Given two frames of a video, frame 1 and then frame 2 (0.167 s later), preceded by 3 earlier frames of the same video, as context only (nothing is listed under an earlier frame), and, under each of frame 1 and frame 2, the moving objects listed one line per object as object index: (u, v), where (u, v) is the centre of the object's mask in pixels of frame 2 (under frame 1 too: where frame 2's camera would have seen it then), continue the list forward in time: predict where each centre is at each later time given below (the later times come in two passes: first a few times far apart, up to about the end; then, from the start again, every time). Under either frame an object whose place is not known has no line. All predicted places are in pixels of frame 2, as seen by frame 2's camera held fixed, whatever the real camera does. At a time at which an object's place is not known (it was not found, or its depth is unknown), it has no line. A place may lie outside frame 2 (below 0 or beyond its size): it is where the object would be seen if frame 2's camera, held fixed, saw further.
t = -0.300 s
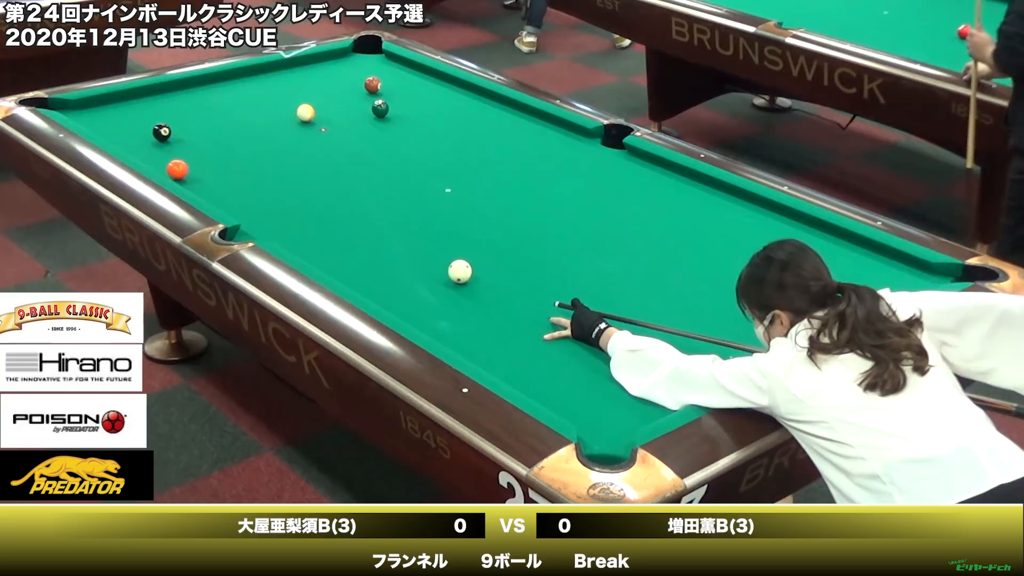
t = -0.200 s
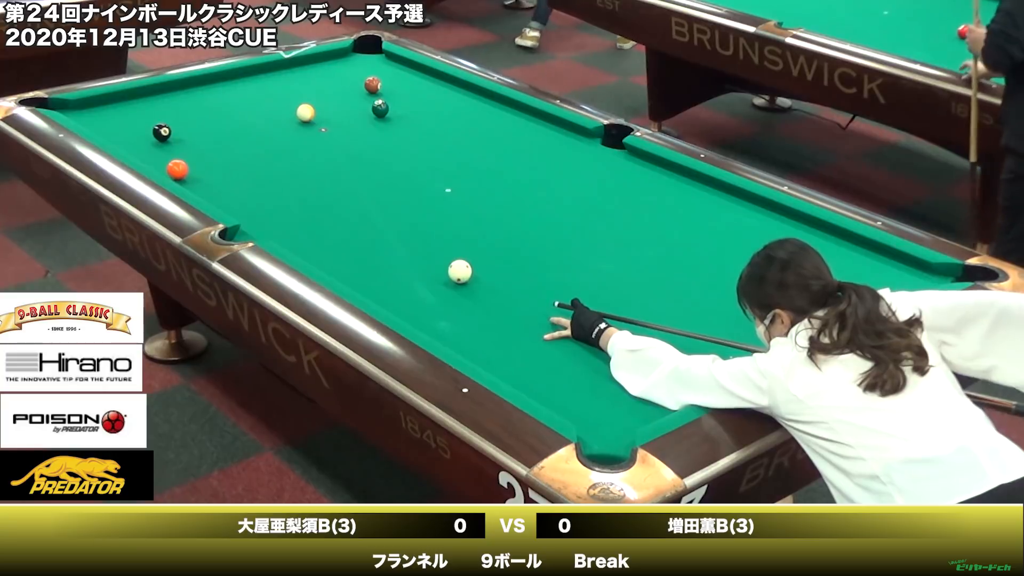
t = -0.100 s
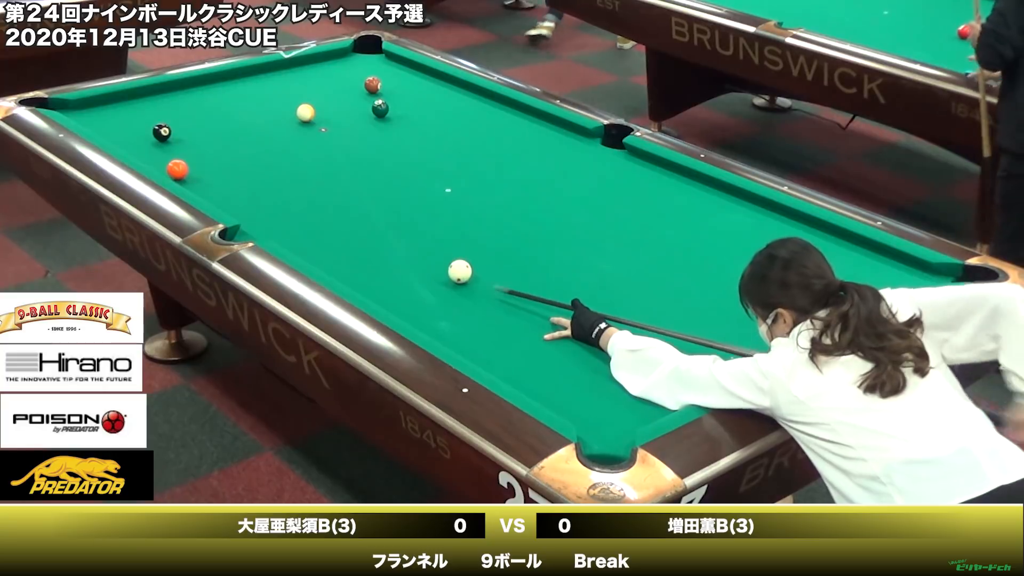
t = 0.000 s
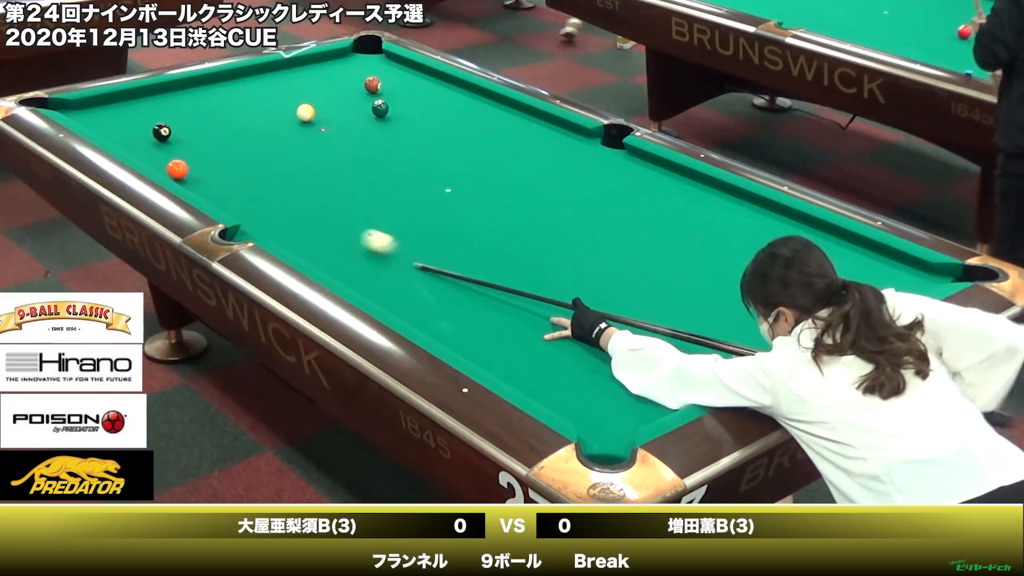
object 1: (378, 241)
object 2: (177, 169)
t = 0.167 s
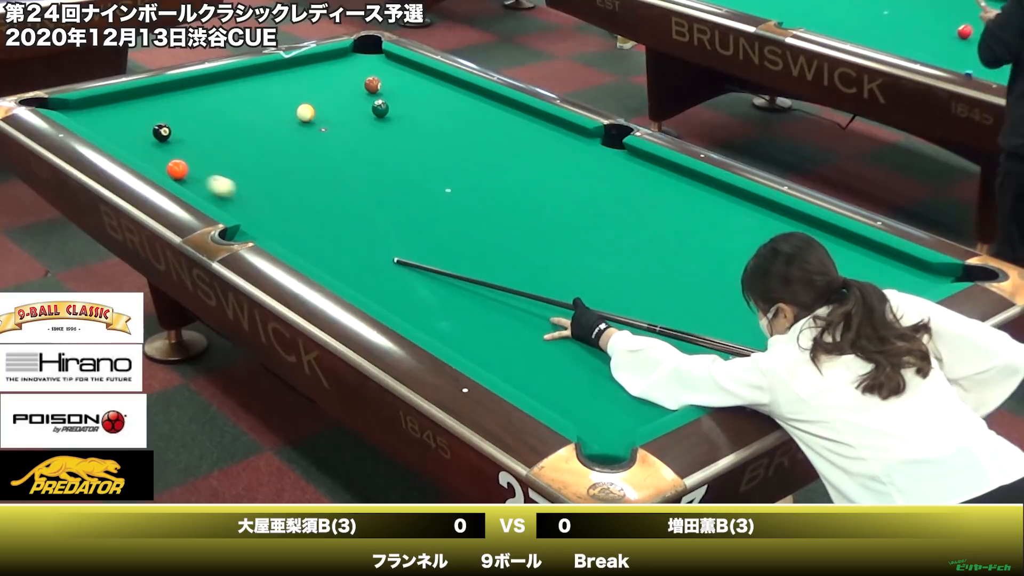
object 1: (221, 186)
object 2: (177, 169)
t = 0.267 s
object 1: (180, 176)
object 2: (145, 151)
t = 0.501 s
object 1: (200, 182)
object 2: (42, 106)
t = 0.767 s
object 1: (230, 185)
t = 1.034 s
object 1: (258, 189)
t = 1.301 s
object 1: (285, 193)
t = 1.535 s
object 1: (306, 196)
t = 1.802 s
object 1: (330, 199)
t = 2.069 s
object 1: (351, 202)
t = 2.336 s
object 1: (371, 204)
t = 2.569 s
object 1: (386, 207)
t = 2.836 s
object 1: (402, 209)
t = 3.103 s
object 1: (416, 211)
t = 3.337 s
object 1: (427, 213)
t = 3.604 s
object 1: (436, 215)
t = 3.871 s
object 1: (444, 216)
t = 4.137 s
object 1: (450, 217)
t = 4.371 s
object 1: (454, 218)
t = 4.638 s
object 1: (456, 218)
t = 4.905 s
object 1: (457, 219)
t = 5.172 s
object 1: (457, 219)
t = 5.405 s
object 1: (457, 219)
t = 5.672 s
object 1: (457, 219)
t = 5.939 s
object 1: (457, 219)
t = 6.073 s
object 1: (457, 219)
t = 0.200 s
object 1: (196, 177)
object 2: (176, 169)
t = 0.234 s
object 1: (184, 176)
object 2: (163, 160)
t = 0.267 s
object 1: (180, 176)
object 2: (145, 151)
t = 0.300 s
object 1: (177, 177)
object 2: (128, 142)
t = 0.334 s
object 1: (181, 178)
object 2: (112, 134)
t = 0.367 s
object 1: (185, 179)
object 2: (97, 125)
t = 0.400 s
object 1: (189, 180)
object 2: (82, 117)
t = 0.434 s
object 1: (192, 181)
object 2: (68, 110)
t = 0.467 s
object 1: (196, 181)
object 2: (55, 104)
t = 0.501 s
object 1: (200, 182)
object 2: (42, 106)
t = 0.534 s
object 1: (204, 182)
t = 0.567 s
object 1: (207, 183)
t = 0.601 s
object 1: (211, 183)
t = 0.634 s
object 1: (215, 184)
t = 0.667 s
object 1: (219, 184)
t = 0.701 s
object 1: (223, 184)
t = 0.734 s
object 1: (226, 185)
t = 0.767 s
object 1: (230, 185)
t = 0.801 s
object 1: (233, 186)
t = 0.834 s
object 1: (237, 186)
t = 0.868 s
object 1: (241, 187)
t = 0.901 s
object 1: (244, 187)
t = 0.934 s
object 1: (248, 188)
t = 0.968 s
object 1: (251, 188)
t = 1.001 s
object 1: (255, 189)
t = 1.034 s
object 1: (258, 189)
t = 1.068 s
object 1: (261, 190)
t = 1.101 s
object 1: (265, 190)
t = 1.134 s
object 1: (268, 190)
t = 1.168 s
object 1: (271, 191)
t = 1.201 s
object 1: (275, 191)
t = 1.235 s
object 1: (278, 192)
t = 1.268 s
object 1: (281, 192)
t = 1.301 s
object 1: (285, 193)
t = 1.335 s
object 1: (288, 193)
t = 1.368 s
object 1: (291, 193)
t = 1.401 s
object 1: (294, 194)
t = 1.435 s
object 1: (297, 194)
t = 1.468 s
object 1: (300, 195)
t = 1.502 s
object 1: (303, 195)
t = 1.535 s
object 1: (306, 196)
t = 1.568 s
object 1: (309, 196)
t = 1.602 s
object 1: (312, 196)
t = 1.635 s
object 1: (315, 197)
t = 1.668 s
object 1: (318, 197)
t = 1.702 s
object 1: (321, 198)
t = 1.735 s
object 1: (324, 198)
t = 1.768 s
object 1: (327, 198)
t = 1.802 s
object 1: (330, 199)
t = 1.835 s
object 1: (332, 199)
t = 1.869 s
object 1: (335, 199)
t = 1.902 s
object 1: (338, 200)
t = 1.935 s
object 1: (341, 200)
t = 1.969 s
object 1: (343, 201)
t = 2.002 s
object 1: (346, 201)
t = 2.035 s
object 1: (349, 201)
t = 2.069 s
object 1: (351, 202)
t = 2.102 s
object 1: (354, 202)
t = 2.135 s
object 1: (356, 202)
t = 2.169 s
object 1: (359, 203)
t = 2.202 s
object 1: (361, 203)
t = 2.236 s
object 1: (364, 203)
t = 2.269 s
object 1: (366, 204)
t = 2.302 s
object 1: (368, 204)
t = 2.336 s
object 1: (371, 204)
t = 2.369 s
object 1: (373, 205)
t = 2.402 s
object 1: (375, 205)
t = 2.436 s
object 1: (377, 205)
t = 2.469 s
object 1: (380, 206)
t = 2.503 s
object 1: (382, 206)
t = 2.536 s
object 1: (384, 207)
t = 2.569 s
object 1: (386, 207)
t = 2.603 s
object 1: (388, 207)
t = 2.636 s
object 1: (390, 207)
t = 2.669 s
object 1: (392, 208)
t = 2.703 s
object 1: (394, 208)
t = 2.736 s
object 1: (396, 208)
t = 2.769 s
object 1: (398, 209)
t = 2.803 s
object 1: (400, 209)
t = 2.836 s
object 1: (402, 209)
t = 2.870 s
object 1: (404, 209)
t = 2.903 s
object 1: (406, 210)
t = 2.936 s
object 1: (408, 210)
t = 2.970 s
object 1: (409, 210)
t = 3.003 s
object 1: (411, 210)
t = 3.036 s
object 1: (413, 211)
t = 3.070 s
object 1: (415, 211)
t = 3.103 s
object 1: (416, 211)
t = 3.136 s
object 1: (418, 212)
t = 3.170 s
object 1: (419, 212)
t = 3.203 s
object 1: (421, 212)
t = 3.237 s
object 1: (422, 212)
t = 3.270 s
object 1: (424, 212)
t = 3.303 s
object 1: (425, 213)
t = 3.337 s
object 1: (427, 213)
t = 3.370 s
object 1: (428, 213)
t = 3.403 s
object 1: (429, 213)
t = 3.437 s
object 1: (431, 214)
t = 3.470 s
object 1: (432, 214)
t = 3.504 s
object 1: (433, 214)
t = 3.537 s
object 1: (434, 214)
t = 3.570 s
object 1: (435, 214)
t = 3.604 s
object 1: (436, 215)
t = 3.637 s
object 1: (438, 215)
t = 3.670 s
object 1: (439, 215)
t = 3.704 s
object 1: (440, 215)
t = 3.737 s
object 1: (441, 215)
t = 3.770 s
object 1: (442, 216)
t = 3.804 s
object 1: (443, 216)
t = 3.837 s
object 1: (443, 216)
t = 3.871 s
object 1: (444, 216)
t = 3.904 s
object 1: (445, 216)
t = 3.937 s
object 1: (446, 216)
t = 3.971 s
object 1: (447, 217)
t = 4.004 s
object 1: (448, 217)
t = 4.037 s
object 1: (448, 217)
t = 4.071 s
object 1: (449, 217)
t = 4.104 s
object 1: (450, 217)
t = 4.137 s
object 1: (450, 217)
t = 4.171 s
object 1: (451, 217)
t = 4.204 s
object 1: (452, 217)
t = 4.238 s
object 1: (452, 217)
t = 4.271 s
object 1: (453, 218)
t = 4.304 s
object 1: (453, 218)
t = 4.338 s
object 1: (454, 218)
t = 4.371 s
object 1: (454, 218)
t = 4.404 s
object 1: (454, 218)
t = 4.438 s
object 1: (455, 218)
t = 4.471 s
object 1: (455, 218)
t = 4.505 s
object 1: (456, 218)
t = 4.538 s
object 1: (456, 218)
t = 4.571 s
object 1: (456, 218)
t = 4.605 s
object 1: (456, 218)
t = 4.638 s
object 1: (456, 218)
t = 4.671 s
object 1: (457, 219)
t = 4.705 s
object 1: (457, 218)
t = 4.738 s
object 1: (457, 219)
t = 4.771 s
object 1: (457, 219)
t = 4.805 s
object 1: (457, 219)
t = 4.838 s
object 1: (457, 219)
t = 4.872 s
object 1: (457, 219)
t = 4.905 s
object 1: (457, 219)
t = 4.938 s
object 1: (458, 219)
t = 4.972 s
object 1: (457, 219)
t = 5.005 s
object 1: (457, 219)
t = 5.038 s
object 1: (457, 219)
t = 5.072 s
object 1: (457, 219)
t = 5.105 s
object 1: (457, 219)
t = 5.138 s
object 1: (457, 219)
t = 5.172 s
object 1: (457, 219)
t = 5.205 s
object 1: (457, 219)
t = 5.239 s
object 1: (457, 219)
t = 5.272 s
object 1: (457, 219)
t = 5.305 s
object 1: (457, 219)
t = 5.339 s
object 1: (457, 219)
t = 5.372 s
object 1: (457, 219)
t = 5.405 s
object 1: (457, 219)
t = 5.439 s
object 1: (457, 219)
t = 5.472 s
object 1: (457, 219)
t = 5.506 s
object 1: (457, 219)
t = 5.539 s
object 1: (457, 219)
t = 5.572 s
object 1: (457, 219)
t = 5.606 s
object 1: (457, 219)
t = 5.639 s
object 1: (457, 219)
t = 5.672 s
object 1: (457, 219)
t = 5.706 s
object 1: (457, 219)
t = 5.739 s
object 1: (457, 219)
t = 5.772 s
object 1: (457, 219)
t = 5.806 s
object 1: (457, 219)
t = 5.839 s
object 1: (457, 219)
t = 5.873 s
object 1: (457, 219)
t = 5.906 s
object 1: (457, 219)
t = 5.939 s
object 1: (457, 219)
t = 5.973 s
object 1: (457, 219)
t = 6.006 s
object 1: (457, 219)
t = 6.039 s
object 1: (457, 219)
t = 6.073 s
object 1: (457, 219)
